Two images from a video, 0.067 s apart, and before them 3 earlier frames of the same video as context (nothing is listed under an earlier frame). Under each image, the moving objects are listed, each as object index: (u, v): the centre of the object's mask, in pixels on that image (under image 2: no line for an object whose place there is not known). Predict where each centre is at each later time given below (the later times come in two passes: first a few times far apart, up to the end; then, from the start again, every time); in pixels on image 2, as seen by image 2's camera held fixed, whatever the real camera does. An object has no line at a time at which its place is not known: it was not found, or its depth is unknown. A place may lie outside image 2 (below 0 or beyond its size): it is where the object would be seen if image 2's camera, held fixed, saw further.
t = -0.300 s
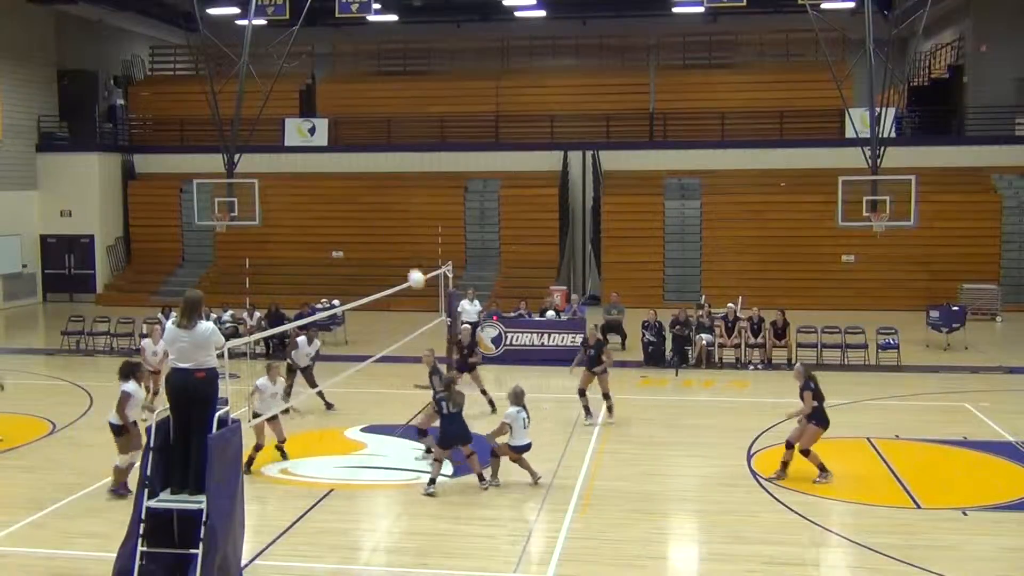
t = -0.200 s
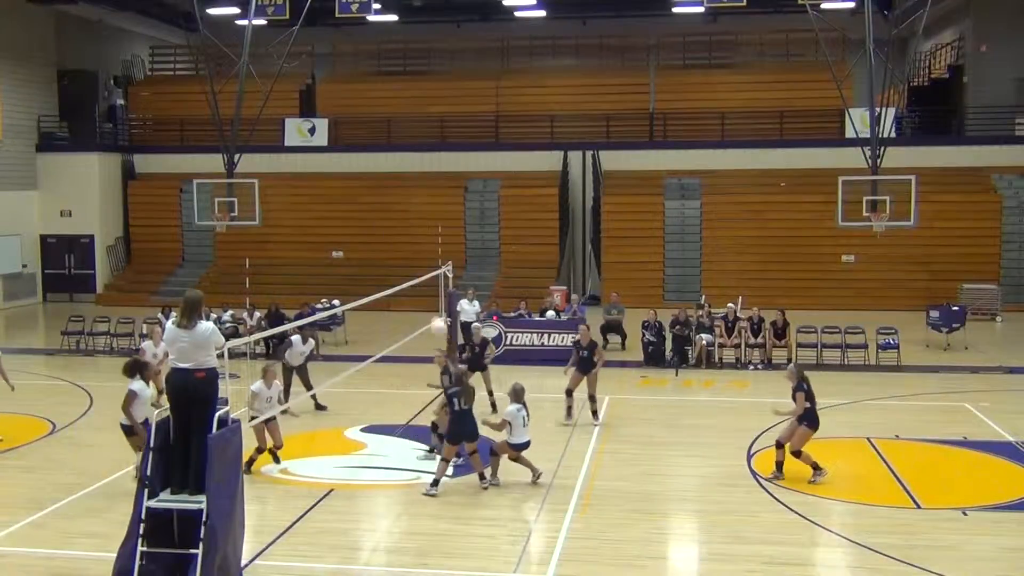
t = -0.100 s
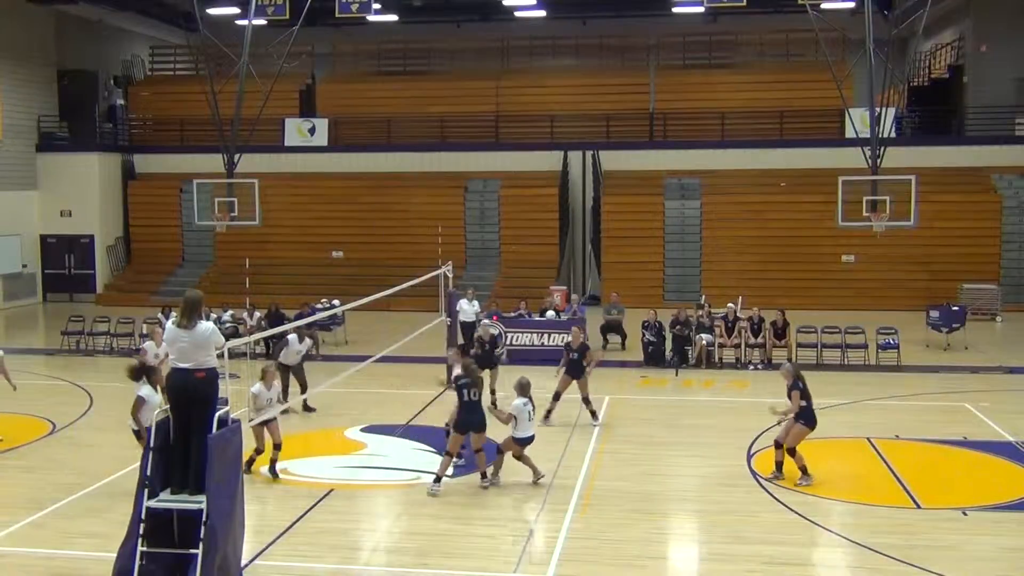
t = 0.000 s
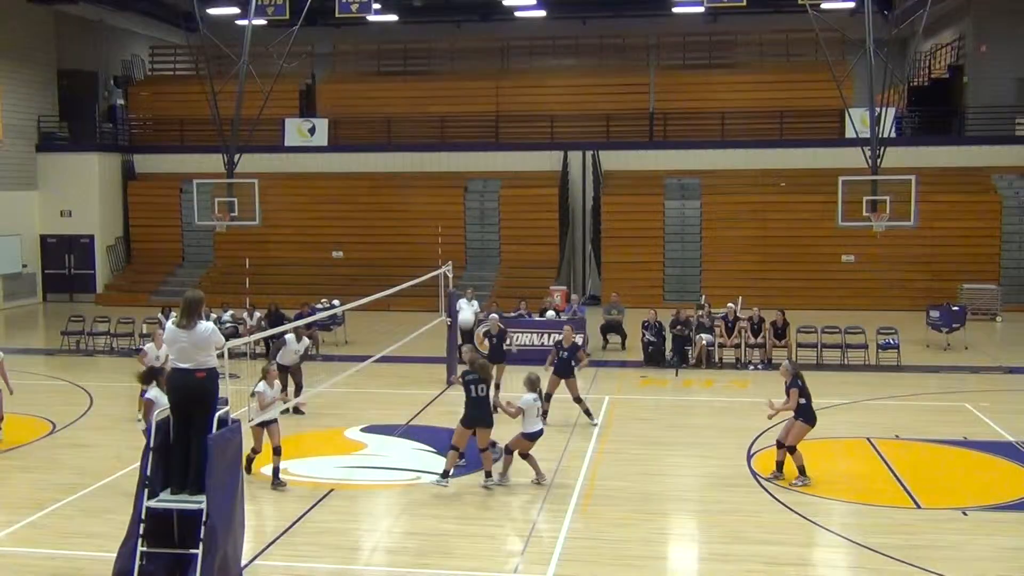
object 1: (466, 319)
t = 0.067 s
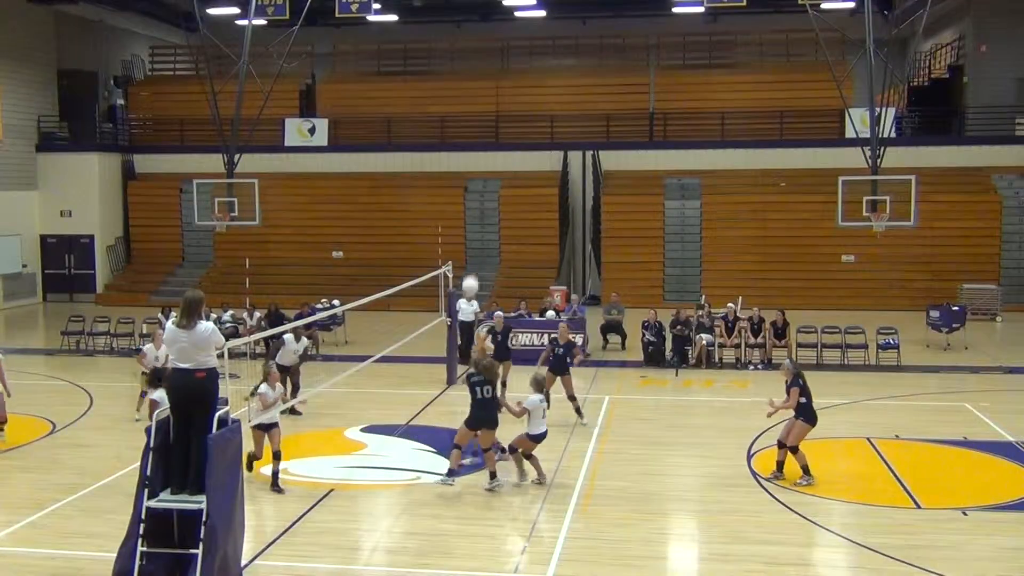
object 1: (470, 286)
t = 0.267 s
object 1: (480, 211)
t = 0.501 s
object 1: (491, 166)
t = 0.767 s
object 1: (503, 164)
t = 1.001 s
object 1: (512, 202)
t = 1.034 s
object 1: (514, 210)
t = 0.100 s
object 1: (472, 271)
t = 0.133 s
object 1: (474, 257)
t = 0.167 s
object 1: (476, 245)
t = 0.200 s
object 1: (477, 233)
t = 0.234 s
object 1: (479, 221)
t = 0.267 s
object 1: (480, 211)
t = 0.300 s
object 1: (482, 202)
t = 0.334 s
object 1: (484, 194)
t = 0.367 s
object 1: (485, 187)
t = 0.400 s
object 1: (487, 180)
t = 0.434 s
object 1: (488, 175)
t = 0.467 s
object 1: (490, 170)
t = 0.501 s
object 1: (491, 166)
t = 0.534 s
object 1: (492, 163)
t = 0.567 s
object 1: (494, 162)
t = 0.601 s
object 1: (495, 161)
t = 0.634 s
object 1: (496, 161)
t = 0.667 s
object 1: (498, 160)
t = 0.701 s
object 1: (499, 161)
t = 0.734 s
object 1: (501, 162)
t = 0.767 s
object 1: (503, 164)
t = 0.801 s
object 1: (504, 167)
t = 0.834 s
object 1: (506, 171)
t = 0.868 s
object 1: (507, 176)
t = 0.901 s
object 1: (508, 182)
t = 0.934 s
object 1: (510, 188)
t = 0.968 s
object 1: (511, 195)
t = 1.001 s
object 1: (512, 202)
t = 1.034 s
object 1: (514, 210)
